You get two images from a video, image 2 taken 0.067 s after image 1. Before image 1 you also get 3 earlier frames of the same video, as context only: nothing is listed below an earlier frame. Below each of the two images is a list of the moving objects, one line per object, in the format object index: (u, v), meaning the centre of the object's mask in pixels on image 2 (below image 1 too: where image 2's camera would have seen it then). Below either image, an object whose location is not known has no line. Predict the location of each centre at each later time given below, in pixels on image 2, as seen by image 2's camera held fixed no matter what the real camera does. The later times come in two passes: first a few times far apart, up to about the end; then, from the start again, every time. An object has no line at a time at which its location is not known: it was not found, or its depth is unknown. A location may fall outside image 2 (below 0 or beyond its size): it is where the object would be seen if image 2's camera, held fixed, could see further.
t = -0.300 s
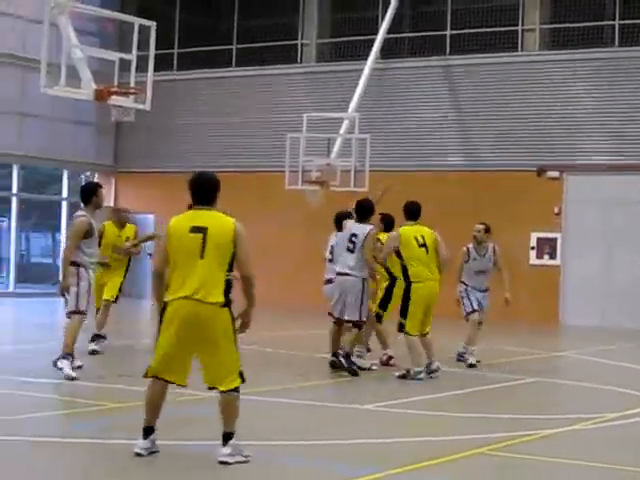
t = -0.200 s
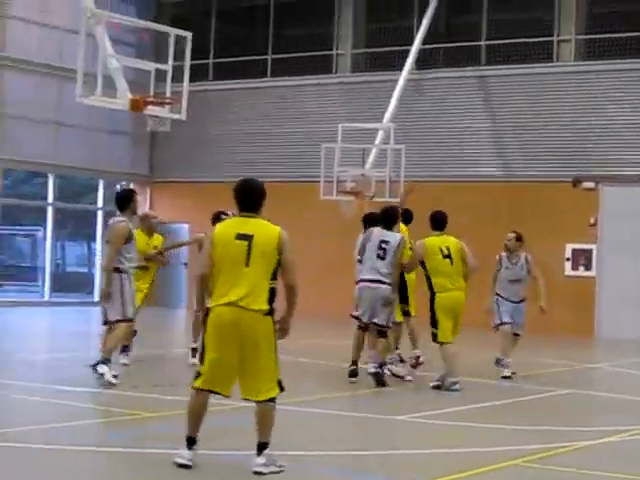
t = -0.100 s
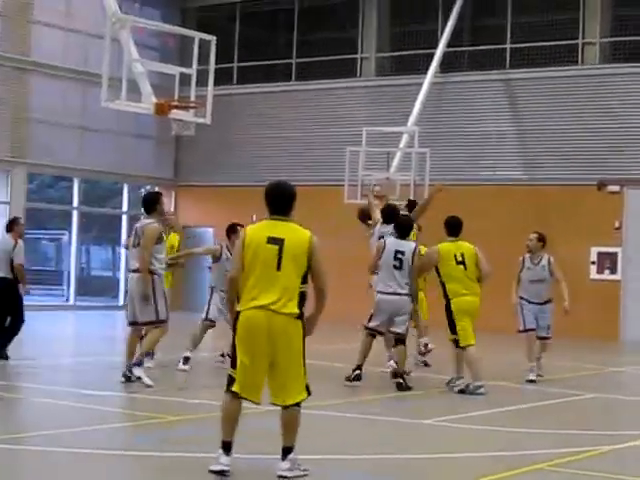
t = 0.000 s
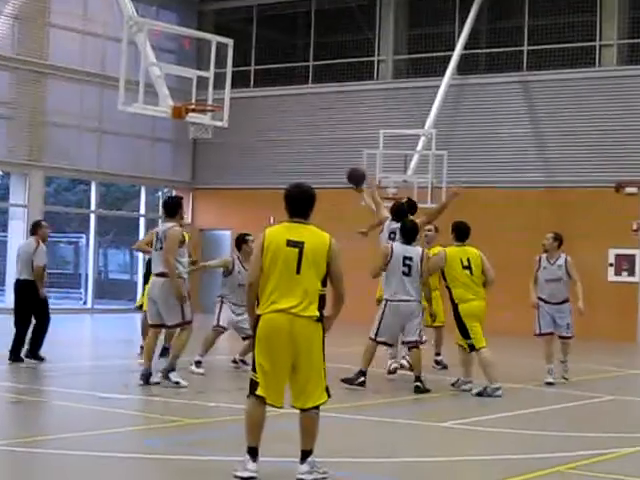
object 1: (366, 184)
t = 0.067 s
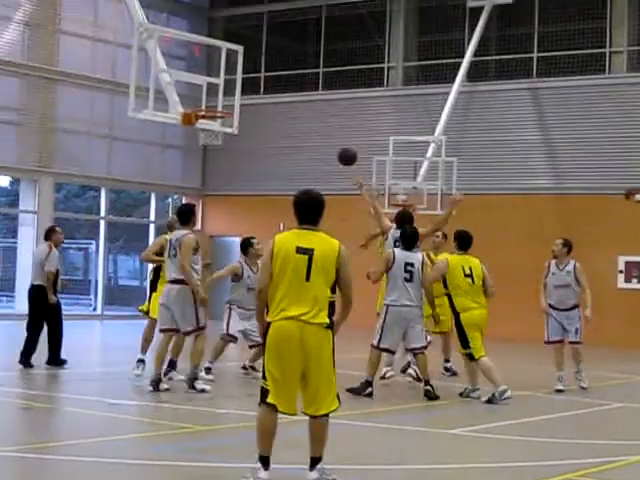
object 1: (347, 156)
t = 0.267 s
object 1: (289, 98)
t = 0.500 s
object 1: (221, 71)
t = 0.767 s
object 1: (215, 90)
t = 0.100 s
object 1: (338, 145)
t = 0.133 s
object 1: (328, 133)
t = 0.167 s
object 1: (318, 124)
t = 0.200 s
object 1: (309, 114)
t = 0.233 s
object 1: (299, 106)
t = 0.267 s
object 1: (289, 98)
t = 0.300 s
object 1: (280, 91)
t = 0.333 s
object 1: (270, 86)
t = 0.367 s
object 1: (258, 82)
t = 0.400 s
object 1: (250, 74)
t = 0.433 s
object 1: (240, 74)
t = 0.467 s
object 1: (230, 72)
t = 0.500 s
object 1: (221, 71)
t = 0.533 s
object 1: (219, 70)
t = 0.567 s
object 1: (218, 71)
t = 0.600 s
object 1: (218, 71)
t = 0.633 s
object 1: (218, 72)
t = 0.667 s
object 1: (218, 76)
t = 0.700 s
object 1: (217, 80)
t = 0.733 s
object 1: (217, 84)
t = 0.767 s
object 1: (215, 90)
